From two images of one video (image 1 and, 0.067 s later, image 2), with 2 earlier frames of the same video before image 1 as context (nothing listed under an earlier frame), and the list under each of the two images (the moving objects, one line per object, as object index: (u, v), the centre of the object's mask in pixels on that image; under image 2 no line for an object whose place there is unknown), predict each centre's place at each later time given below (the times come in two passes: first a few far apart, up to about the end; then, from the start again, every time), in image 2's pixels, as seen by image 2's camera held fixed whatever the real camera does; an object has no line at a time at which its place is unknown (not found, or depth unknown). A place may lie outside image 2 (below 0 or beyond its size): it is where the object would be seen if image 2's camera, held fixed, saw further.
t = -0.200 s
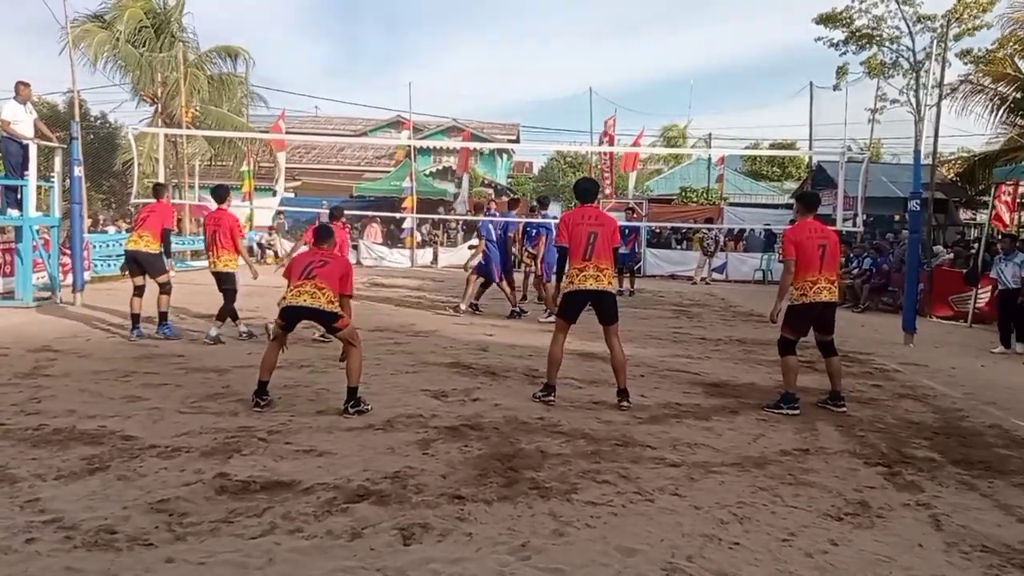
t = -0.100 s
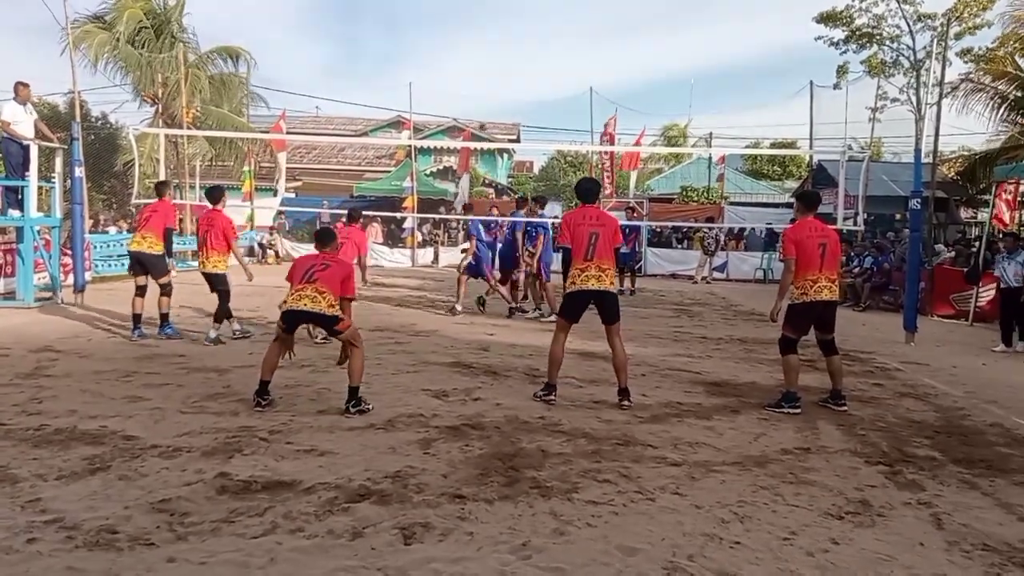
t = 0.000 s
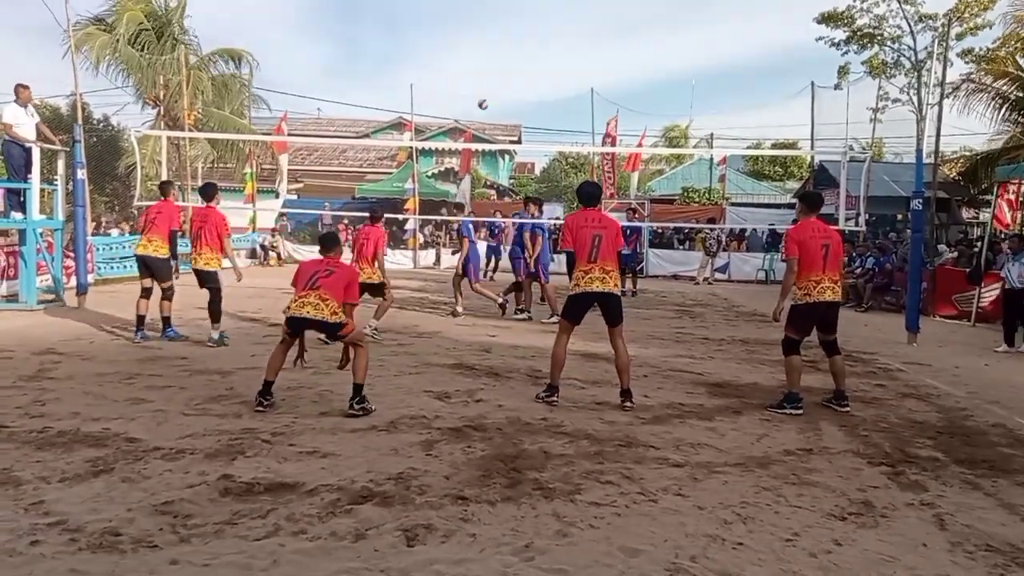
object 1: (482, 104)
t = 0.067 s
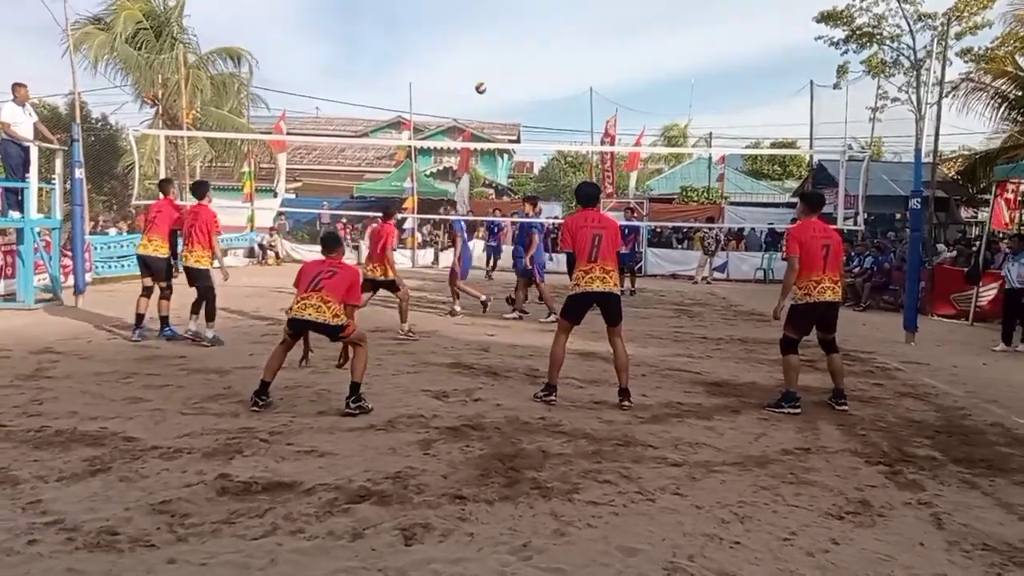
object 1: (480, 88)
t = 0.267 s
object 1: (475, 47)
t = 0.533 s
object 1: (459, 26)
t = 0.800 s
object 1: (425, 86)
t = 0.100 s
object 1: (480, 81)
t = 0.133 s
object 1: (479, 73)
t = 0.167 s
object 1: (478, 66)
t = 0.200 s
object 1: (477, 59)
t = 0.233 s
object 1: (476, 53)
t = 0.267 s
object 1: (475, 47)
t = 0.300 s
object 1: (474, 42)
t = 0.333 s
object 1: (473, 37)
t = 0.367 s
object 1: (471, 33)
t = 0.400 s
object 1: (469, 30)
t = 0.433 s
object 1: (467, 28)
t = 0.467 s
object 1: (466, 26)
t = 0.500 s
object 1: (462, 25)
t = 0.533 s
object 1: (459, 26)
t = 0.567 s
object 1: (456, 28)
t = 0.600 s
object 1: (452, 31)
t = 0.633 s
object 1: (448, 35)
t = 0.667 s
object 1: (444, 41)
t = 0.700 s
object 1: (440, 49)
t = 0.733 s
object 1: (435, 59)
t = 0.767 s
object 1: (430, 71)
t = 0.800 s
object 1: (425, 86)
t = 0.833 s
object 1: (420, 102)
